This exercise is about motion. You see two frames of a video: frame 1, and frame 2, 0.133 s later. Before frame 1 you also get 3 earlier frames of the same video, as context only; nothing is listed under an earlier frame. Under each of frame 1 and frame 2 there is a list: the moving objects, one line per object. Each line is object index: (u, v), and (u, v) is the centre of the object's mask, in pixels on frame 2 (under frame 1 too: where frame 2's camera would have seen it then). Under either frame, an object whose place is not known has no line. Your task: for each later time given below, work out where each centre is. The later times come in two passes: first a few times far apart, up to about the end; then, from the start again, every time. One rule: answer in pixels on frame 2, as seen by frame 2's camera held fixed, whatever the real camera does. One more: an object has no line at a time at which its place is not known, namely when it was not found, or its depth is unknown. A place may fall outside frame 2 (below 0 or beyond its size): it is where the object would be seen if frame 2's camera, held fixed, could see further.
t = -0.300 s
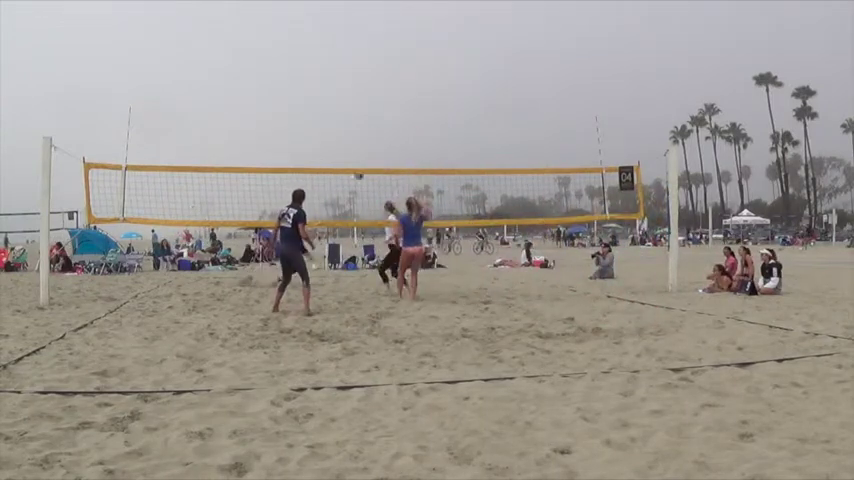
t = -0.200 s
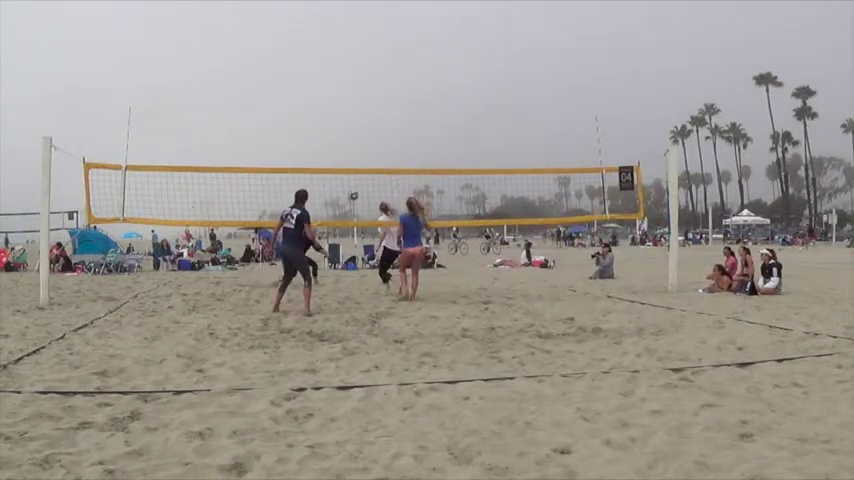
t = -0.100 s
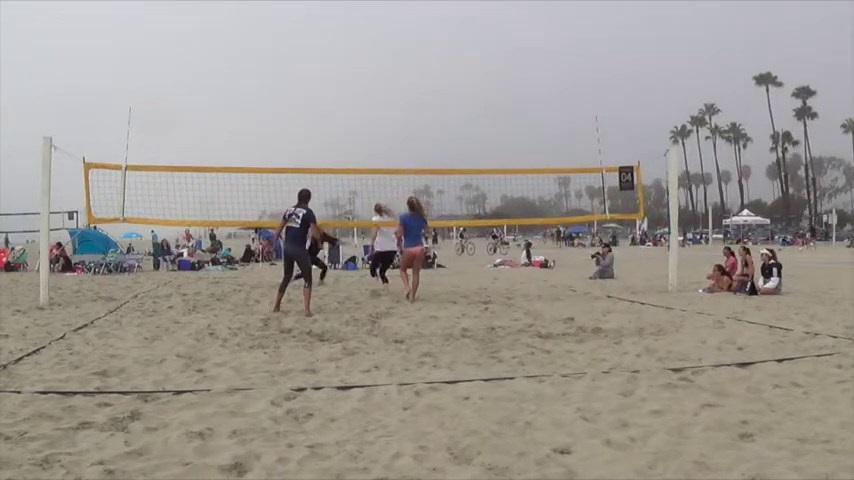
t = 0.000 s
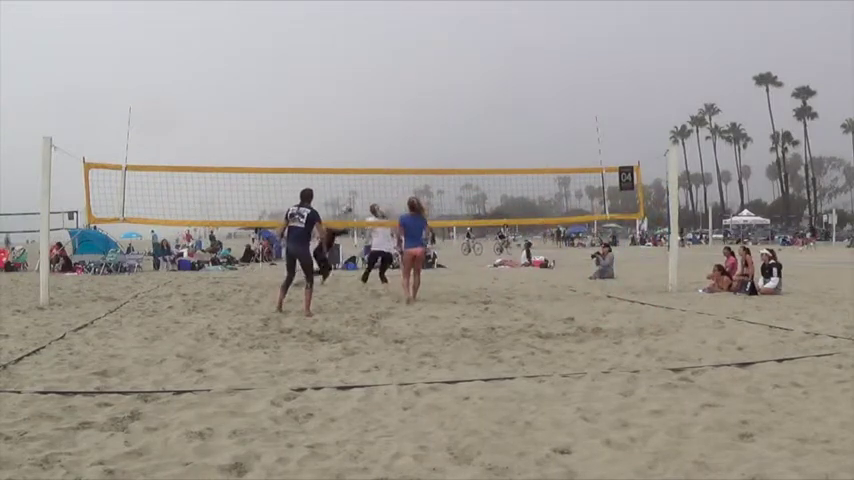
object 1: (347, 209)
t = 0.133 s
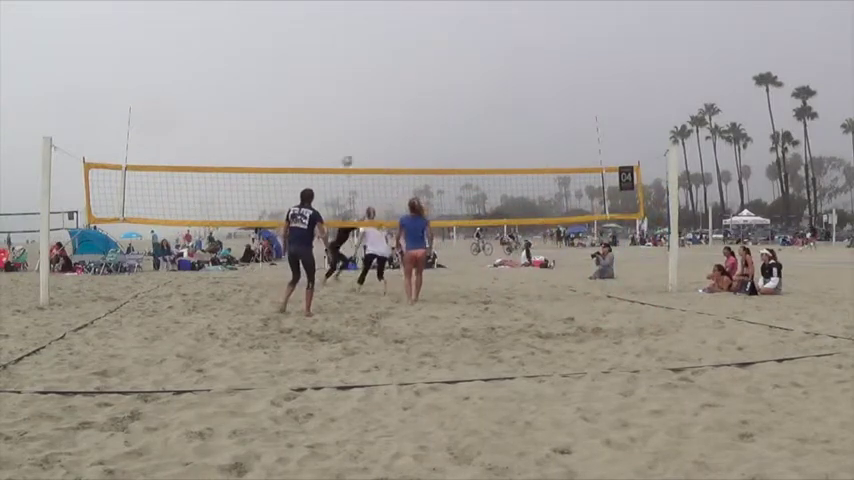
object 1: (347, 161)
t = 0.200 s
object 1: (347, 141)
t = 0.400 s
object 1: (348, 89)
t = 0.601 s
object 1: (349, 57)
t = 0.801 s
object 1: (350, 42)
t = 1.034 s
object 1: (351, 48)
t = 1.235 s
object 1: (352, 75)
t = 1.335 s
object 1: (353, 97)
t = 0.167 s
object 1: (347, 149)
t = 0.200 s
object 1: (347, 141)
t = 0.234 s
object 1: (348, 130)
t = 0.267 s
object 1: (348, 121)
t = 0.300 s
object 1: (348, 111)
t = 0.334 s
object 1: (348, 104)
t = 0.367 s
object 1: (348, 96)
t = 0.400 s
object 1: (348, 89)
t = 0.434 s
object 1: (349, 82)
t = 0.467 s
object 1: (349, 76)
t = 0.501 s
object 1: (349, 70)
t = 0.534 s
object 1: (349, 65)
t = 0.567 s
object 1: (349, 61)
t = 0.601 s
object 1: (349, 57)
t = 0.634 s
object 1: (349, 53)
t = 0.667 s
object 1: (349, 49)
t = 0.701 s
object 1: (350, 47)
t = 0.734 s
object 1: (350, 44)
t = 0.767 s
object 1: (350, 42)
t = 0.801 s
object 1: (350, 42)
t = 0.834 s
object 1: (350, 41)
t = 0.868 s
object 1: (350, 41)
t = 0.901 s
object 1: (350, 41)
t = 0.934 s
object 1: (350, 41)
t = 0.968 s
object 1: (350, 43)
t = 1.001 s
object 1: (350, 45)
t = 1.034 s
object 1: (351, 48)
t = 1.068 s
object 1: (351, 51)
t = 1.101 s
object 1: (351, 54)
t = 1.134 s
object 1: (351, 59)
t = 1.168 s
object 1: (351, 63)
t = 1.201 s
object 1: (352, 68)
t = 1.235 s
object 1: (352, 75)
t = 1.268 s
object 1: (352, 82)
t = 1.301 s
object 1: (353, 89)
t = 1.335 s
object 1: (353, 97)
